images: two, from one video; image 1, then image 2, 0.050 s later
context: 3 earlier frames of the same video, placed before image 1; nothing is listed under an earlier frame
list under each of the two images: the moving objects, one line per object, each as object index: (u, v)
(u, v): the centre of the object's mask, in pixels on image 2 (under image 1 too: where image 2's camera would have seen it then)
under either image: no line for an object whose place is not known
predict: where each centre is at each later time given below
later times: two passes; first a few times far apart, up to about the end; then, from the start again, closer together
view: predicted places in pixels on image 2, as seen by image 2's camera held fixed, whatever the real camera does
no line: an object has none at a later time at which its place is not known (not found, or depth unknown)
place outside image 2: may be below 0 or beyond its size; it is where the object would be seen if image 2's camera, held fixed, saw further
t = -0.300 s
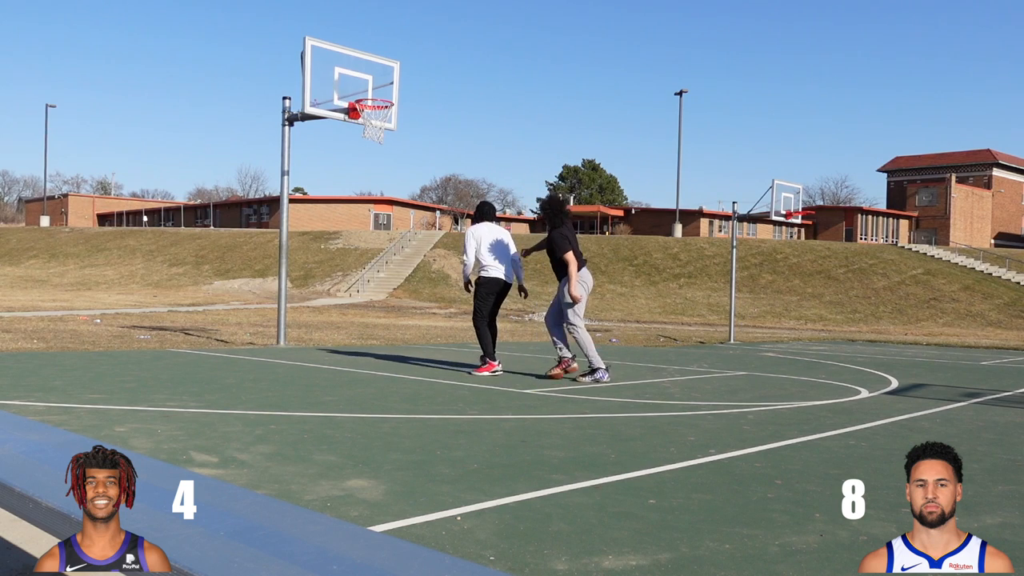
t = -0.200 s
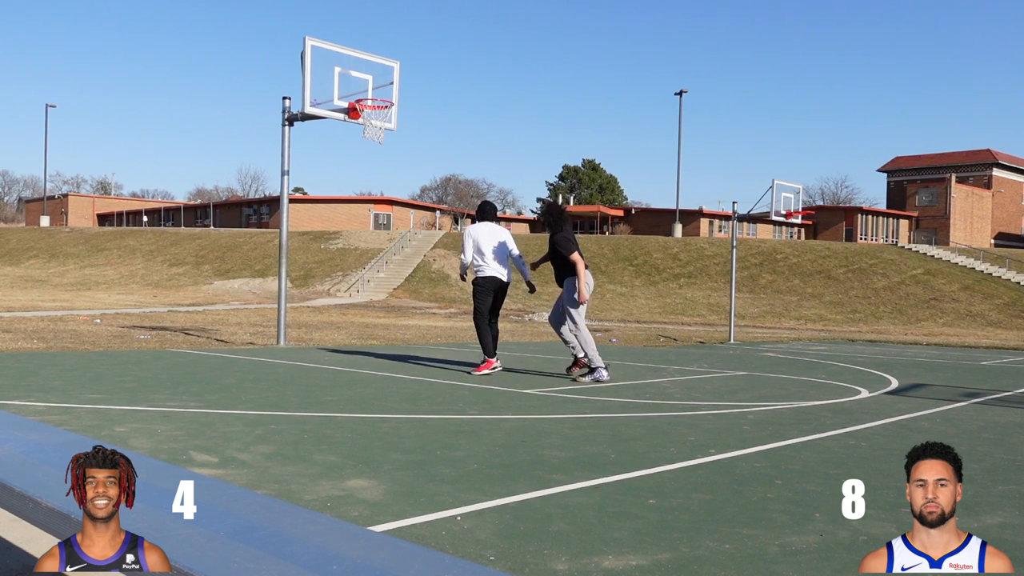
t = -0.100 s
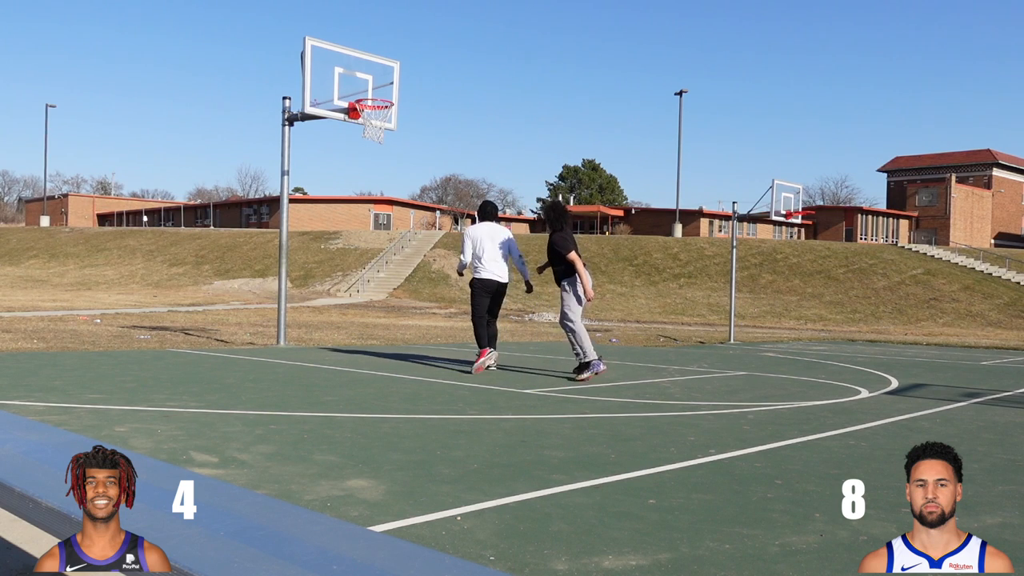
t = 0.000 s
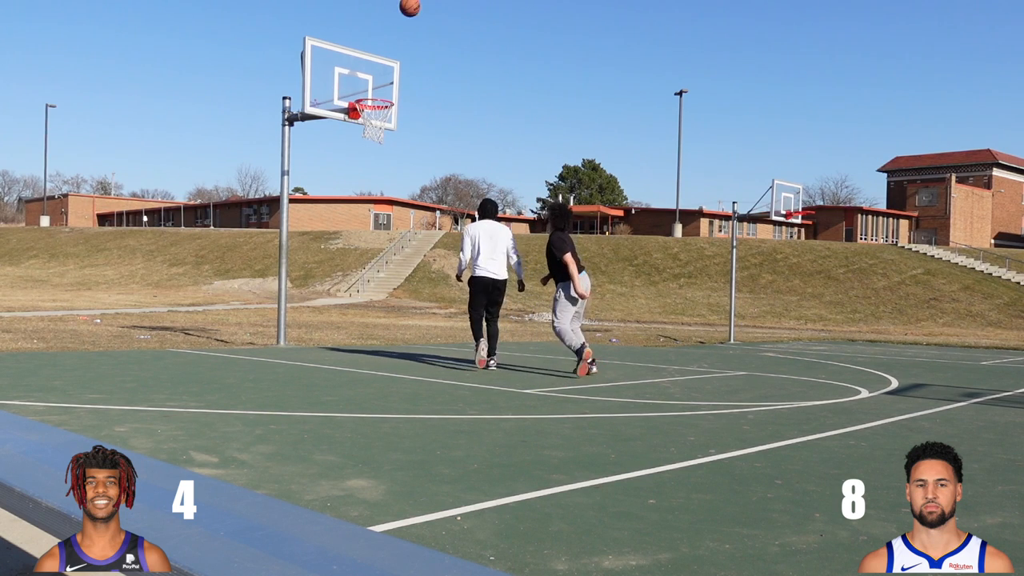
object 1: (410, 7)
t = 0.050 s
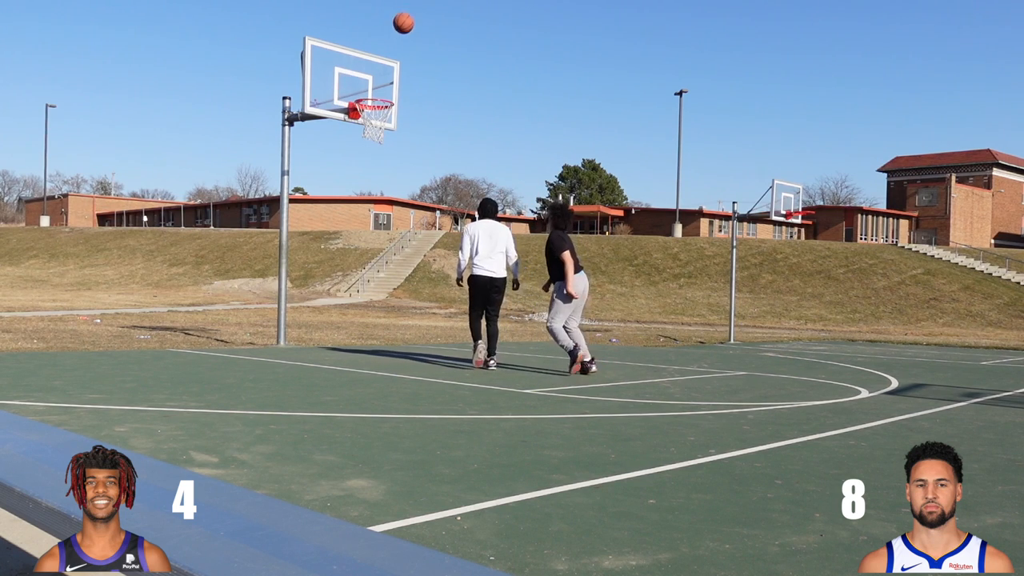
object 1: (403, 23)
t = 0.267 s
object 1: (378, 112)
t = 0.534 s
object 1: (360, 195)
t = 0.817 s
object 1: (341, 323)
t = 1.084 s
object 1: (333, 264)
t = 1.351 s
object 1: (323, 225)
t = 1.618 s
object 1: (313, 238)
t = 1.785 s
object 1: (305, 271)
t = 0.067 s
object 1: (401, 28)
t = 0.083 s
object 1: (399, 35)
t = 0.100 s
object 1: (397, 41)
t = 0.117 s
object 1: (395, 47)
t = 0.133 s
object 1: (393, 54)
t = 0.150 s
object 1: (391, 61)
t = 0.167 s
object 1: (389, 68)
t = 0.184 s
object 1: (387, 75)
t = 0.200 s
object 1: (385, 82)
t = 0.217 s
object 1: (383, 89)
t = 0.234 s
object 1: (382, 95)
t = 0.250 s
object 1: (380, 105)
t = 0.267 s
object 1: (378, 112)
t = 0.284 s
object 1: (375, 120)
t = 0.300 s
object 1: (374, 126)
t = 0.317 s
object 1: (372, 132)
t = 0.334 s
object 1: (372, 136)
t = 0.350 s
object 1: (371, 139)
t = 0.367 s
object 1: (370, 143)
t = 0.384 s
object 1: (369, 148)
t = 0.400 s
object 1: (368, 152)
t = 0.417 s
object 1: (366, 157)
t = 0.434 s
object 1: (366, 162)
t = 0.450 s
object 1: (365, 167)
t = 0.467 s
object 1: (364, 172)
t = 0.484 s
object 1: (362, 178)
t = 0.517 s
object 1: (360, 189)
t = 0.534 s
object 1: (360, 195)
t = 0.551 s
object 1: (358, 201)
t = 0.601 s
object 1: (355, 221)
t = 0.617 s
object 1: (354, 228)
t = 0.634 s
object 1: (353, 235)
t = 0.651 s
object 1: (352, 242)
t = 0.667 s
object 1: (351, 249)
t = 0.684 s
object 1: (350, 257)
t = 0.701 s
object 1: (349, 265)
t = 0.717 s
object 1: (348, 273)
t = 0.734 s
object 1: (346, 281)
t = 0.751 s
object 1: (346, 289)
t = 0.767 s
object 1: (345, 298)
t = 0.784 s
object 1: (344, 306)
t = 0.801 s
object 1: (343, 314)
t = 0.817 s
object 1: (341, 323)
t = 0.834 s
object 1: (340, 332)
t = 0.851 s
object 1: (340, 339)
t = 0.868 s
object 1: (339, 333)
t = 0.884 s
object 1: (339, 327)
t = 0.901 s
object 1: (338, 321)
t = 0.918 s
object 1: (338, 314)
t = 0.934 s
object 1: (337, 309)
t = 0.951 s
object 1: (337, 303)
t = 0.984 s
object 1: (336, 292)
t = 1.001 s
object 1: (336, 287)
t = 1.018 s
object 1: (335, 282)
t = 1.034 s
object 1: (335, 277)
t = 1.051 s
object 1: (334, 272)
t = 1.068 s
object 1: (334, 268)
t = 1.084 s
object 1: (333, 264)
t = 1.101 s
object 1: (333, 260)
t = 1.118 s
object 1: (332, 257)
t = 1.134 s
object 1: (331, 253)
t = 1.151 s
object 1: (331, 250)
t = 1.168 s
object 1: (330, 247)
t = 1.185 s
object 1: (330, 244)
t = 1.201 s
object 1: (329, 241)
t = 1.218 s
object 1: (329, 238)
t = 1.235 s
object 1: (328, 236)
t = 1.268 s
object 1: (327, 232)
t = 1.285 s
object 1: (326, 230)
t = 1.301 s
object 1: (325, 229)
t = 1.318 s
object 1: (325, 228)
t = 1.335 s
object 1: (324, 226)
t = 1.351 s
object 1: (323, 225)
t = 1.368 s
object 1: (323, 225)
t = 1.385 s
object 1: (322, 224)
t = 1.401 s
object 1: (321, 224)
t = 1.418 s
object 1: (321, 224)
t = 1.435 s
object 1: (320, 224)
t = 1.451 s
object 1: (319, 224)
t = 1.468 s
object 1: (319, 224)
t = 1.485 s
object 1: (318, 225)
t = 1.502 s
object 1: (317, 226)
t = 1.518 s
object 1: (317, 227)
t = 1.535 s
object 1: (316, 228)
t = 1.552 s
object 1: (315, 230)
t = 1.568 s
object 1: (314, 231)
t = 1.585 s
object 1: (313, 233)
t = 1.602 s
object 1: (313, 235)
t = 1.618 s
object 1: (313, 238)
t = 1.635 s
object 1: (312, 239)
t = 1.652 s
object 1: (311, 243)
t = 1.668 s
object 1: (310, 245)
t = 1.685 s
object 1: (310, 249)
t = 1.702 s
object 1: (309, 252)
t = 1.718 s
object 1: (308, 256)
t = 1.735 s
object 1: (307, 259)
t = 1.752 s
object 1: (306, 263)
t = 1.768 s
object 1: (305, 267)
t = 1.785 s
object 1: (305, 271)
